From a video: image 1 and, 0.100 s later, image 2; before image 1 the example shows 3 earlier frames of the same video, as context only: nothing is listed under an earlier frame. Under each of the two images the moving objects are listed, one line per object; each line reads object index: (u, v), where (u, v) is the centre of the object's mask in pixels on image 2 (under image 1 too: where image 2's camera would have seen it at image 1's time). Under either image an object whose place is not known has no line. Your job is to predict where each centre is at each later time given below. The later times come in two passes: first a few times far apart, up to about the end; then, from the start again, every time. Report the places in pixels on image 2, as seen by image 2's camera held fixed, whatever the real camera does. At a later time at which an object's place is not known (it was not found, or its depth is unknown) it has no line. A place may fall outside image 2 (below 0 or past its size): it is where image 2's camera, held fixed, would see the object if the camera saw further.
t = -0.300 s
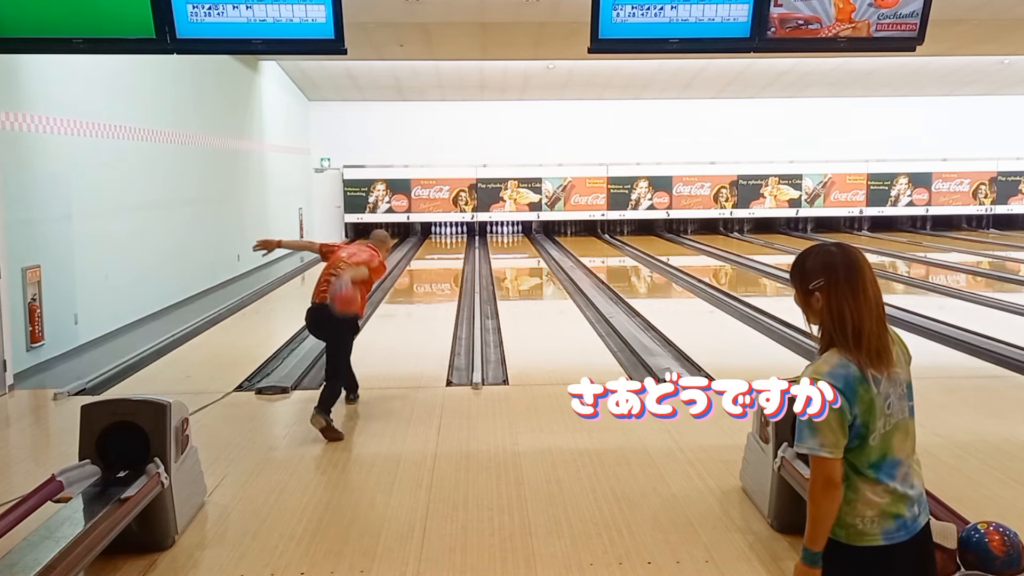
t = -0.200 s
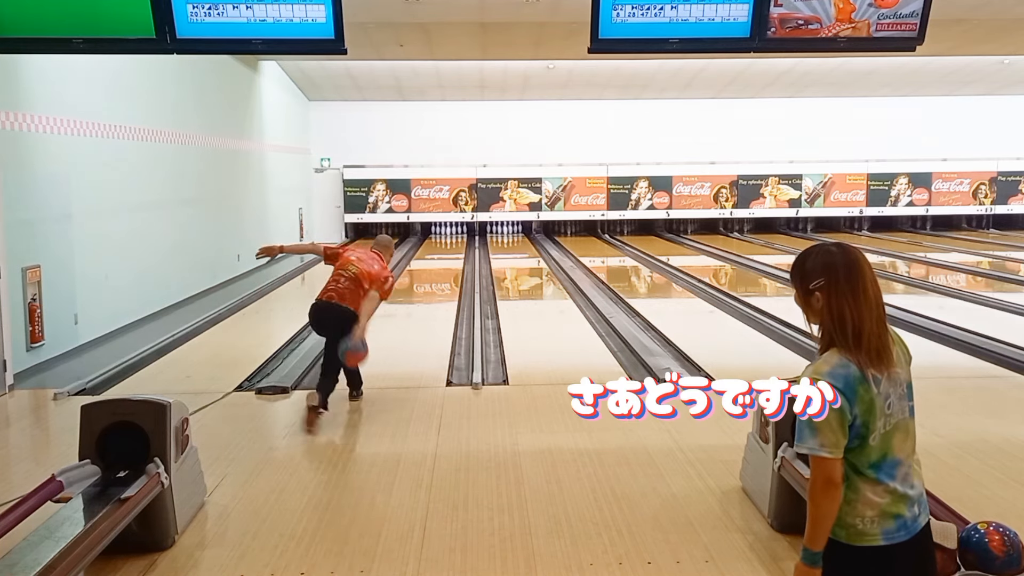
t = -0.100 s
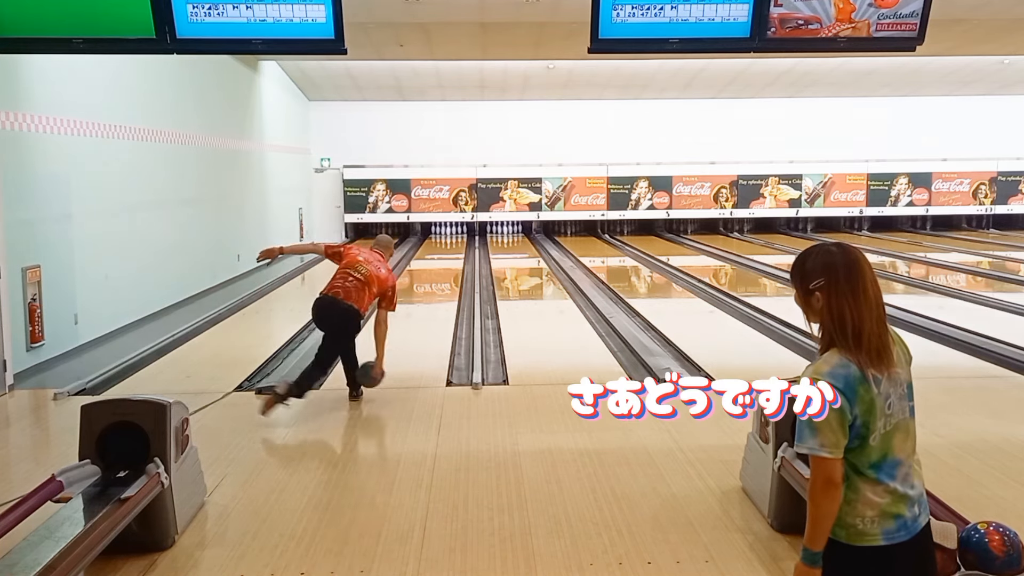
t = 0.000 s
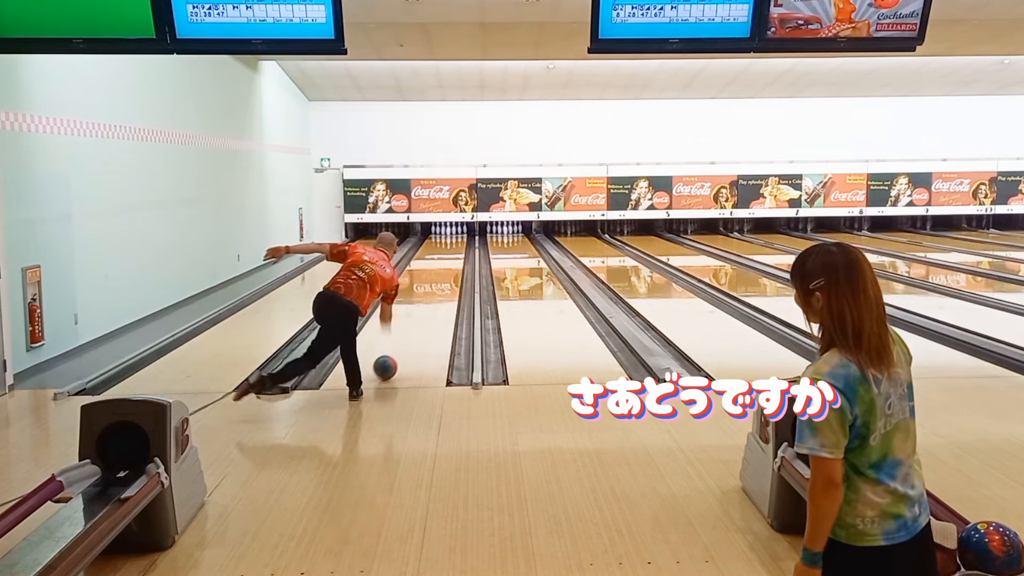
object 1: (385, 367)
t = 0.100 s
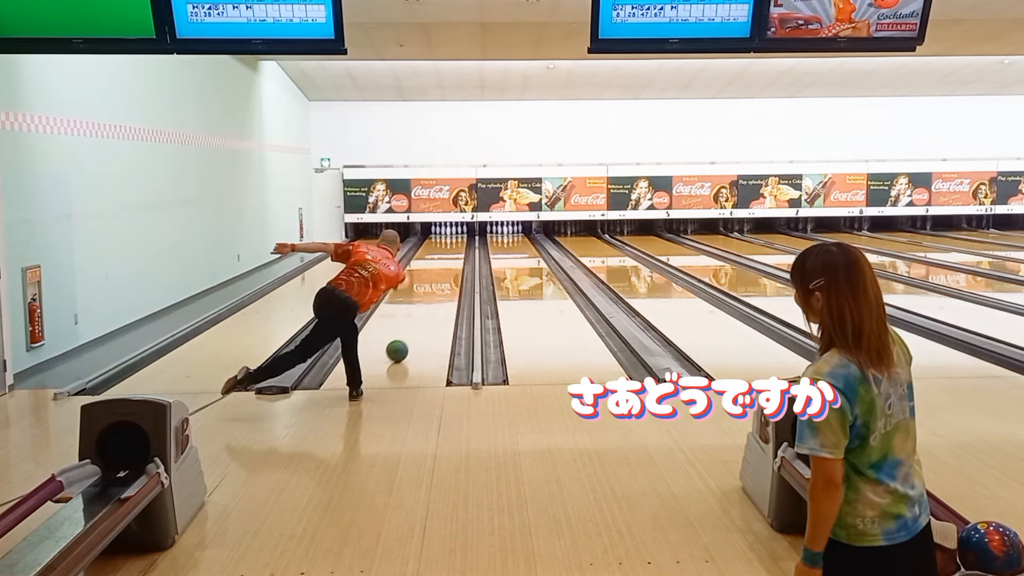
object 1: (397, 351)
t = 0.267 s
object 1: (413, 329)
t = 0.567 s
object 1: (432, 300)
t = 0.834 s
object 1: (444, 282)
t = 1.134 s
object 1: (453, 268)
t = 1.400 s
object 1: (458, 258)
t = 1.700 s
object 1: (461, 248)
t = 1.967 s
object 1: (460, 243)
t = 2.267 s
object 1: (456, 237)
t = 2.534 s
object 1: (453, 233)
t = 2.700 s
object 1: (453, 231)
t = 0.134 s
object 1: (400, 346)
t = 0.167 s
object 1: (403, 341)
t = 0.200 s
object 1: (407, 337)
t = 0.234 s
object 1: (410, 333)
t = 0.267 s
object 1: (413, 329)
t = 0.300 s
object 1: (415, 325)
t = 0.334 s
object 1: (417, 321)
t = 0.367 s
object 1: (420, 318)
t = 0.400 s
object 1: (422, 315)
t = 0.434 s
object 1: (424, 311)
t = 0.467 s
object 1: (427, 308)
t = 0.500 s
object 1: (428, 306)
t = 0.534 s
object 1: (430, 303)
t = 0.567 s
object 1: (432, 300)
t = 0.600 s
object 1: (434, 298)
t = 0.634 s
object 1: (436, 295)
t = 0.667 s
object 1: (437, 293)
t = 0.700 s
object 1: (439, 291)
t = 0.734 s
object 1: (440, 289)
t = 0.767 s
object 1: (441, 287)
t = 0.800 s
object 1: (443, 285)
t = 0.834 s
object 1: (444, 282)
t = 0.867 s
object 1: (445, 281)
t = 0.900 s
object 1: (446, 279)
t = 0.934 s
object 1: (447, 277)
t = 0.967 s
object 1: (449, 275)
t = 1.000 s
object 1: (450, 274)
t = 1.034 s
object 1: (450, 272)
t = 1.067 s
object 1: (451, 271)
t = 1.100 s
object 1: (452, 269)
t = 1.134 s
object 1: (453, 268)
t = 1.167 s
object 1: (454, 266)
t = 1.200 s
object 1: (454, 265)
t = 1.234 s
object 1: (455, 264)
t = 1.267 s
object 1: (456, 263)
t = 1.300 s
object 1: (456, 261)
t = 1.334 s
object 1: (457, 260)
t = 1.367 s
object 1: (457, 259)
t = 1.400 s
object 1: (458, 258)
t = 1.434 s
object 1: (458, 257)
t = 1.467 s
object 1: (459, 256)
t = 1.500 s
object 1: (459, 255)
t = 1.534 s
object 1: (459, 254)
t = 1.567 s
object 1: (459, 253)
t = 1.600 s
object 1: (460, 252)
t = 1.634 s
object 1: (460, 251)
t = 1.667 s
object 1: (461, 250)
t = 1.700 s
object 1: (461, 248)
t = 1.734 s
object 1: (461, 247)
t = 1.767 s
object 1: (460, 247)
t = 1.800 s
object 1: (461, 246)
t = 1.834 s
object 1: (461, 245)
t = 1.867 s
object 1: (461, 245)
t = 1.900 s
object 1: (460, 244)
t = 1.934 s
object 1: (460, 244)
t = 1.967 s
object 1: (460, 243)
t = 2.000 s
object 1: (460, 242)
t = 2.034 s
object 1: (460, 241)
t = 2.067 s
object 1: (460, 241)
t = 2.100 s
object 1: (460, 240)
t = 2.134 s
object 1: (459, 240)
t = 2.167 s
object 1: (457, 240)
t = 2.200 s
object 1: (457, 239)
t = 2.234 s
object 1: (457, 237)
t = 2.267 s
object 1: (456, 237)
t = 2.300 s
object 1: (455, 237)
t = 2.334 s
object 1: (455, 236)
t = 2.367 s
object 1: (454, 236)
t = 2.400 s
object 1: (454, 236)
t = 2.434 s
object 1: (454, 235)
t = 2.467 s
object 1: (454, 235)
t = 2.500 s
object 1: (453, 234)
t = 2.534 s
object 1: (453, 233)
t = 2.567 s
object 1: (452, 233)
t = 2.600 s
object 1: (452, 233)
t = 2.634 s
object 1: (452, 232)
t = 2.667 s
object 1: (453, 232)
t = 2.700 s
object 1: (453, 231)
